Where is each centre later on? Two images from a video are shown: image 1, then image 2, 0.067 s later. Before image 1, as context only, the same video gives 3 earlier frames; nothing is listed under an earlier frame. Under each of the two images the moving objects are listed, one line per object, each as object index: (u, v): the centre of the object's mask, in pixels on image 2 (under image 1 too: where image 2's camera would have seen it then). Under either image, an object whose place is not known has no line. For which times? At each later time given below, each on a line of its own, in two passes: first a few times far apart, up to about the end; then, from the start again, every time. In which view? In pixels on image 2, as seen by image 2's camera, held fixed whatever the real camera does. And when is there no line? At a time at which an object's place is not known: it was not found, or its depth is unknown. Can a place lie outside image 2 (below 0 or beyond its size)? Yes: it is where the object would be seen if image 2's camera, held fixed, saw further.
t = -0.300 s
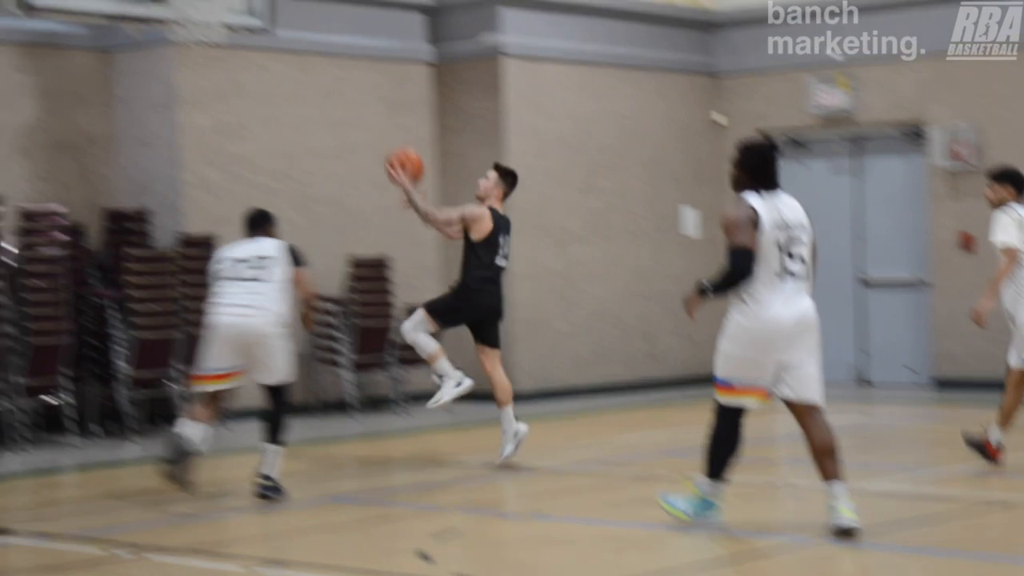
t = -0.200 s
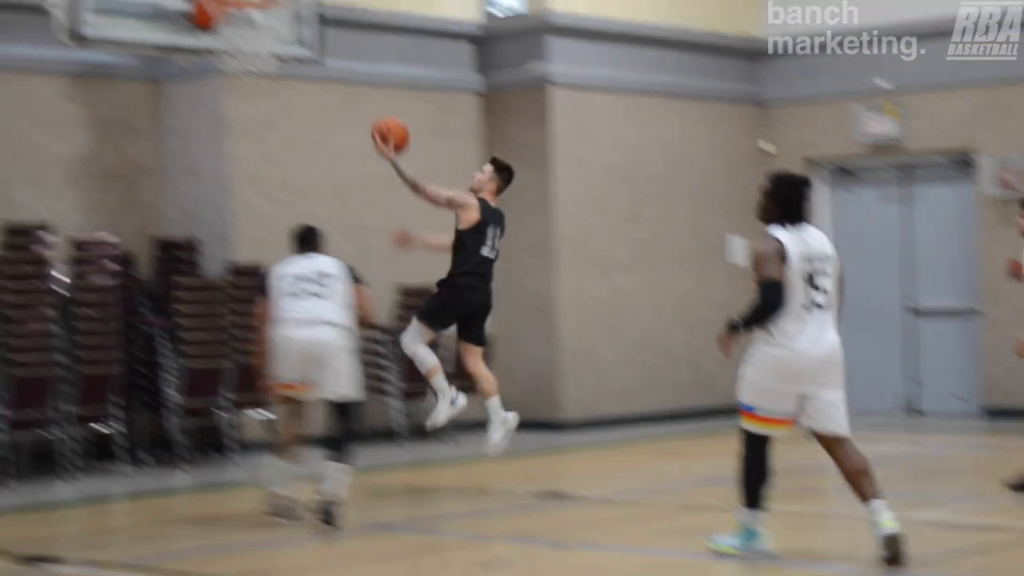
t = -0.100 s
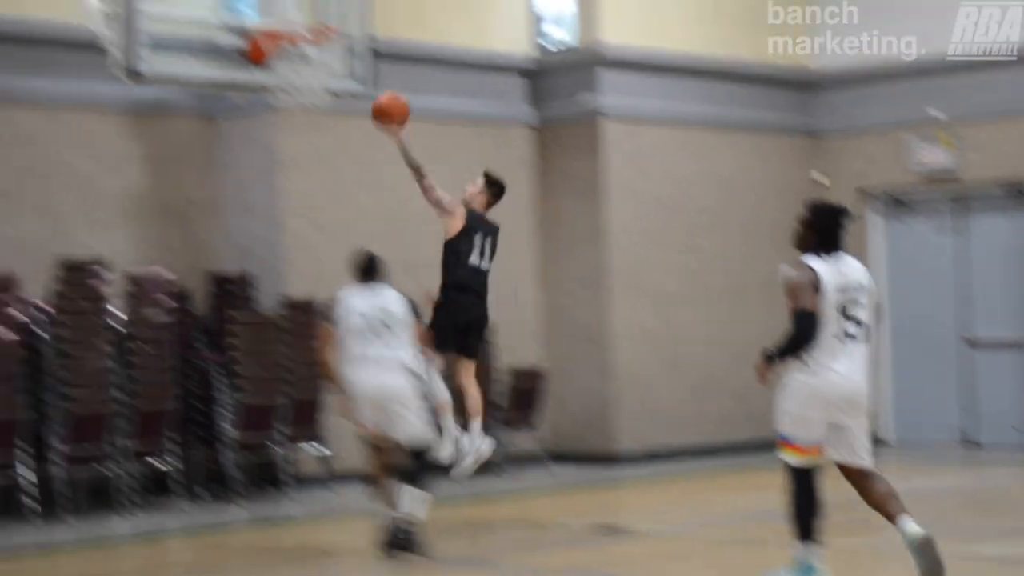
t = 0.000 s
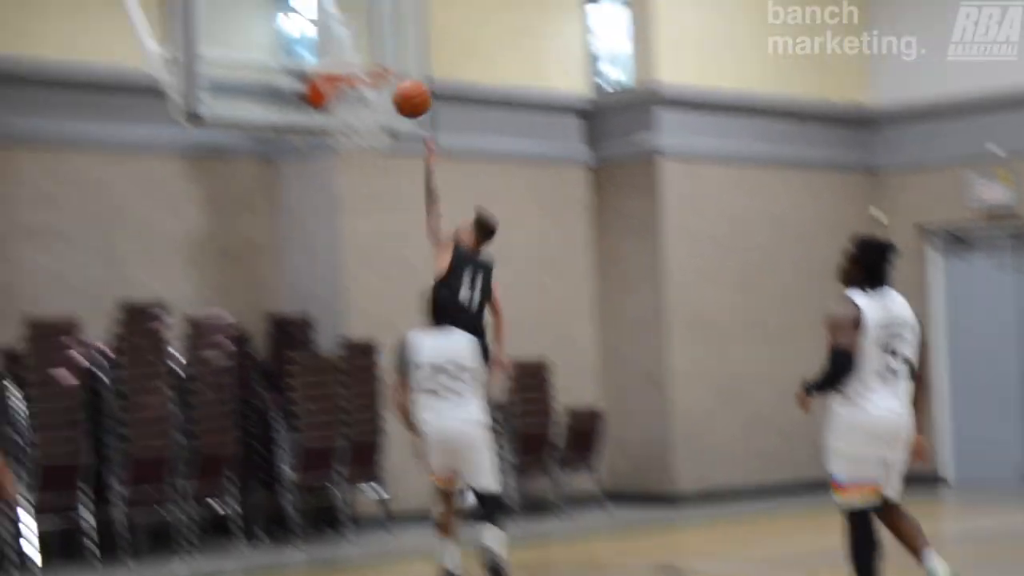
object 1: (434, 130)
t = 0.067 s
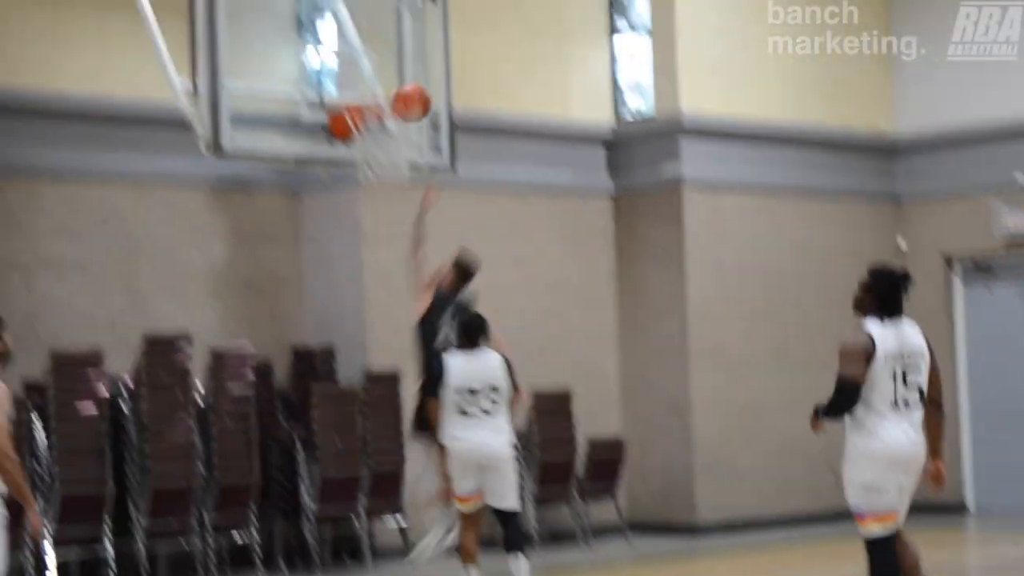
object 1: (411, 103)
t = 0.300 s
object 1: (386, 63)
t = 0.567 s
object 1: (392, 122)
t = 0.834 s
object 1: (387, 215)
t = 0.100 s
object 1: (400, 92)
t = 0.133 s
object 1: (389, 84)
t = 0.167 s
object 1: (384, 76)
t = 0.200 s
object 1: (384, 70)
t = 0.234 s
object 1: (384, 66)
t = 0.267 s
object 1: (385, 64)
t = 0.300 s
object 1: (386, 63)
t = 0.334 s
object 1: (386, 63)
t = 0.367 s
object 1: (386, 66)
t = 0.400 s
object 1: (387, 71)
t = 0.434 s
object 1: (388, 77)
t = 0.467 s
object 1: (389, 85)
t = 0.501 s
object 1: (389, 89)
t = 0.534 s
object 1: (391, 108)
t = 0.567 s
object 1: (392, 122)
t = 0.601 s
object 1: (392, 135)
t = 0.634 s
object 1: (392, 145)
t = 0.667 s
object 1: (390, 153)
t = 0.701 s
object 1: (390, 162)
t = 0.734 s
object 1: (388, 173)
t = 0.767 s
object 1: (388, 184)
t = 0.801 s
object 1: (388, 198)
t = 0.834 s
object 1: (387, 215)
